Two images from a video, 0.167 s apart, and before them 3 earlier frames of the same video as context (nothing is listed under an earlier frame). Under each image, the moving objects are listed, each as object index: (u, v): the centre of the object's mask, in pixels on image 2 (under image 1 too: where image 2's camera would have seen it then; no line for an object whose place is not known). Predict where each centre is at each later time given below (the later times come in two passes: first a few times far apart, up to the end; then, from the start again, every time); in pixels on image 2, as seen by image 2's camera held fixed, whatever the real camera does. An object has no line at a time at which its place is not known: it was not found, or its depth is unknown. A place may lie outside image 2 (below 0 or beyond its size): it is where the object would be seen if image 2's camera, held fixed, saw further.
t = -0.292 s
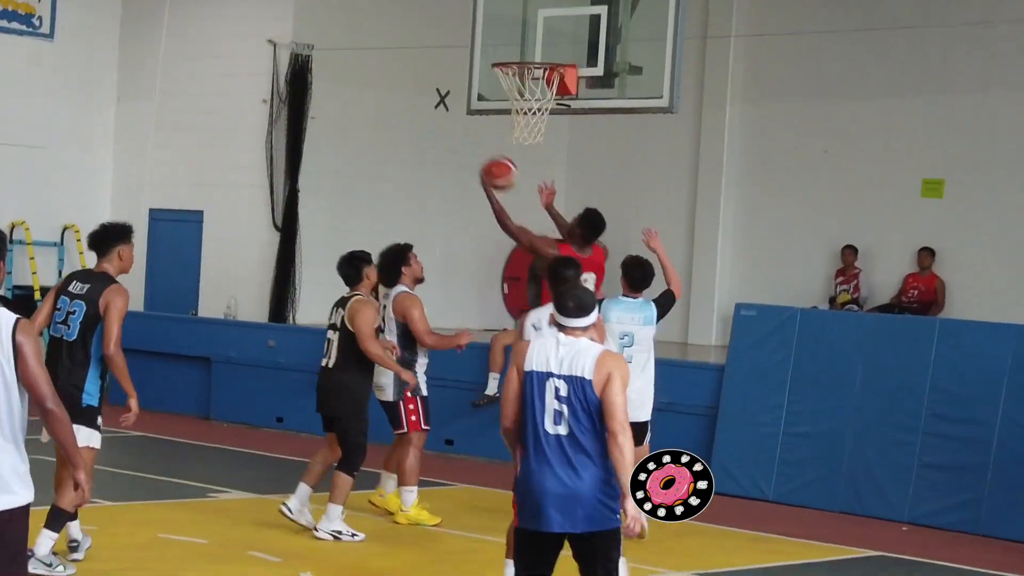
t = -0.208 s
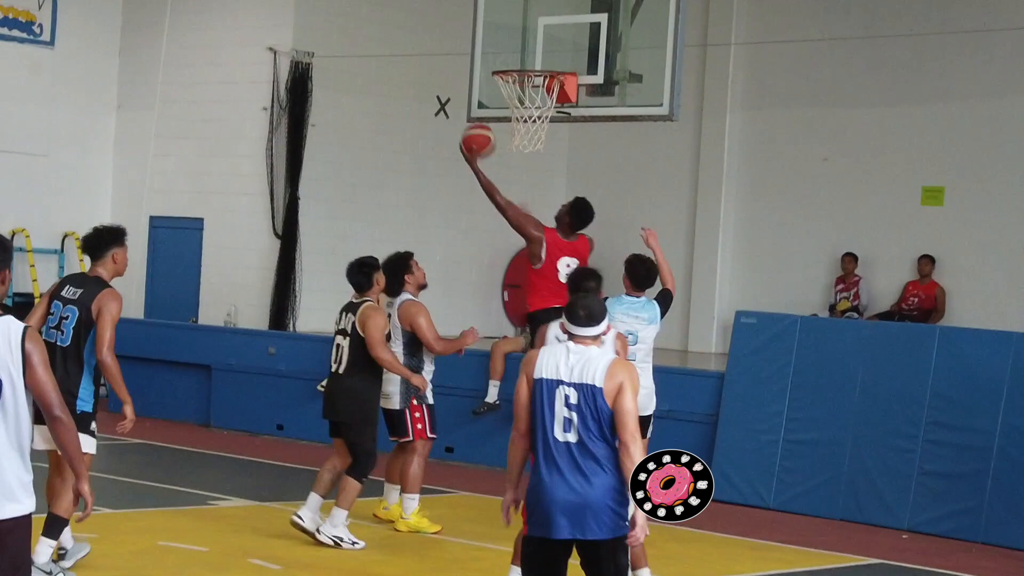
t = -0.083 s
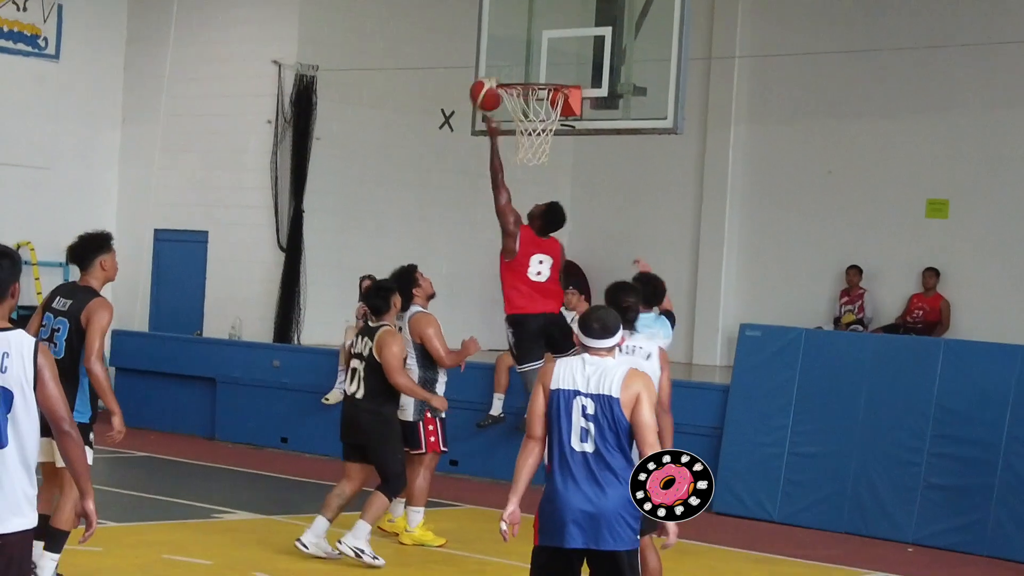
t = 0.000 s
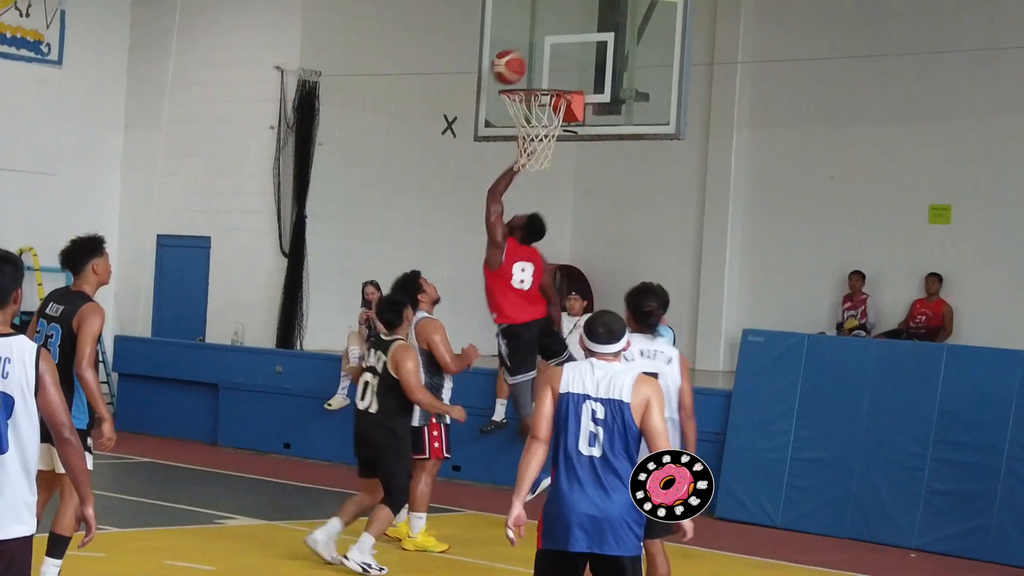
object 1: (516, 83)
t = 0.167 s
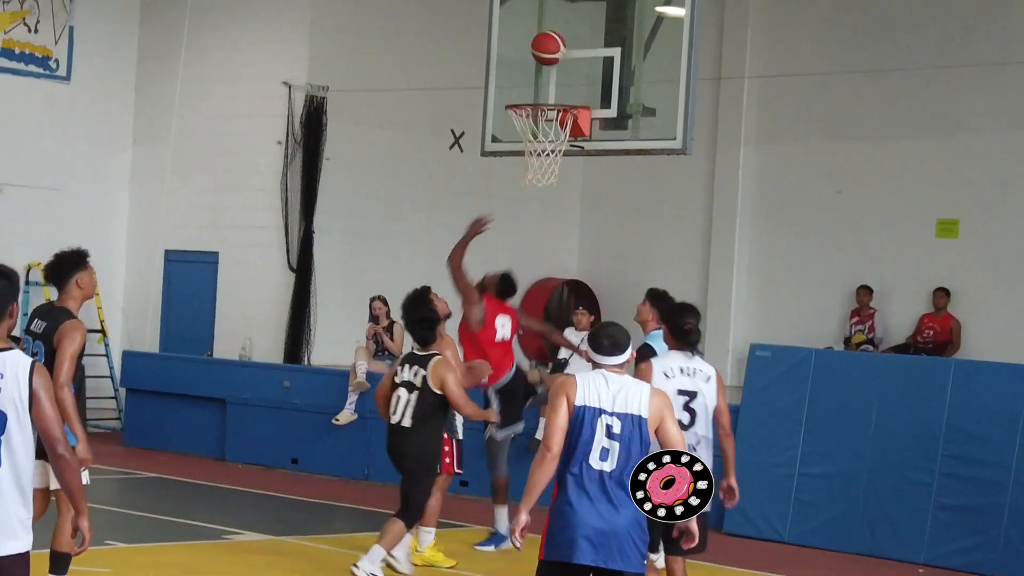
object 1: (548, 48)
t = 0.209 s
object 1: (548, 50)
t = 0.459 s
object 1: (544, 111)
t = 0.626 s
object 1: (538, 208)
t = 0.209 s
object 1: (548, 50)
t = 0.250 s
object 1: (548, 55)
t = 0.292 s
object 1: (547, 60)
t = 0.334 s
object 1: (546, 72)
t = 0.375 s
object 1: (546, 82)
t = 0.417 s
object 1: (545, 94)
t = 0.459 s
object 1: (544, 111)
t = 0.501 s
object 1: (541, 139)
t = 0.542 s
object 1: (540, 158)
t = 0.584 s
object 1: (539, 187)
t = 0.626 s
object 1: (538, 208)
